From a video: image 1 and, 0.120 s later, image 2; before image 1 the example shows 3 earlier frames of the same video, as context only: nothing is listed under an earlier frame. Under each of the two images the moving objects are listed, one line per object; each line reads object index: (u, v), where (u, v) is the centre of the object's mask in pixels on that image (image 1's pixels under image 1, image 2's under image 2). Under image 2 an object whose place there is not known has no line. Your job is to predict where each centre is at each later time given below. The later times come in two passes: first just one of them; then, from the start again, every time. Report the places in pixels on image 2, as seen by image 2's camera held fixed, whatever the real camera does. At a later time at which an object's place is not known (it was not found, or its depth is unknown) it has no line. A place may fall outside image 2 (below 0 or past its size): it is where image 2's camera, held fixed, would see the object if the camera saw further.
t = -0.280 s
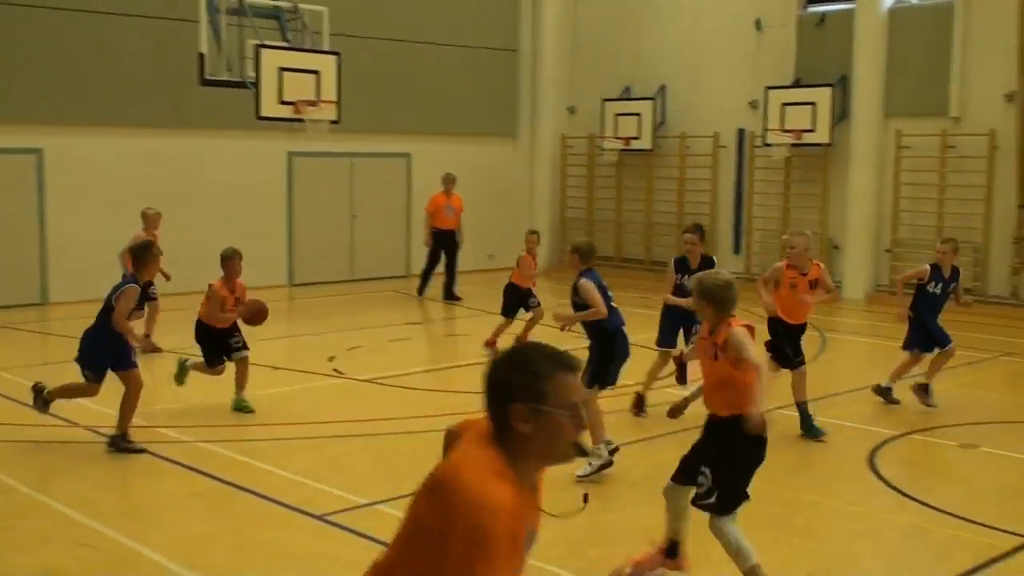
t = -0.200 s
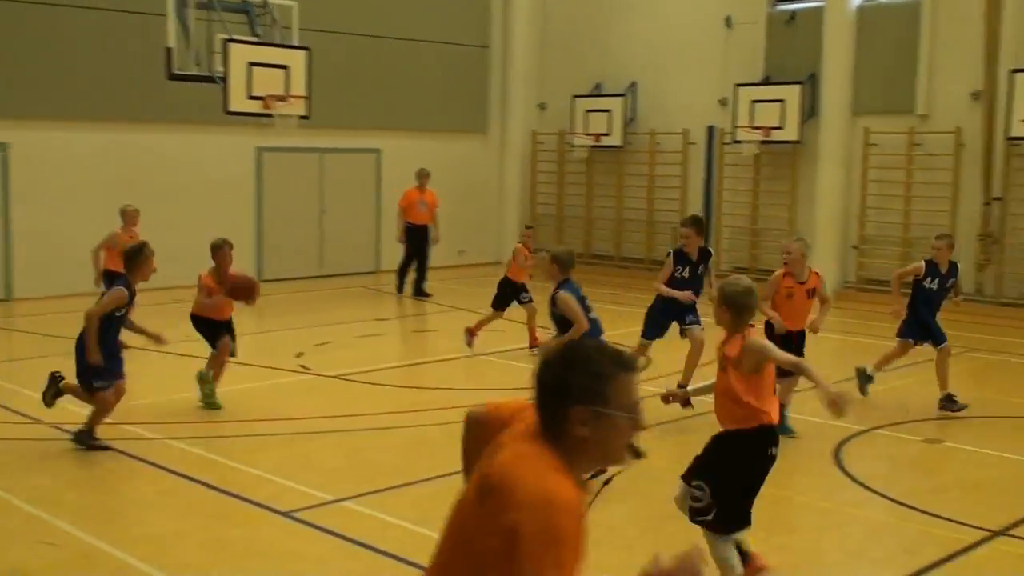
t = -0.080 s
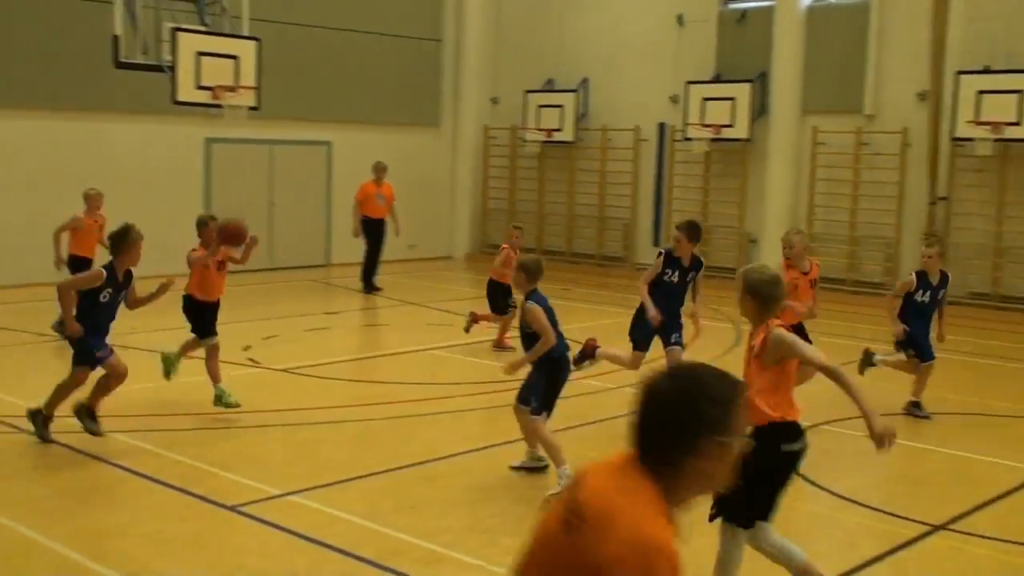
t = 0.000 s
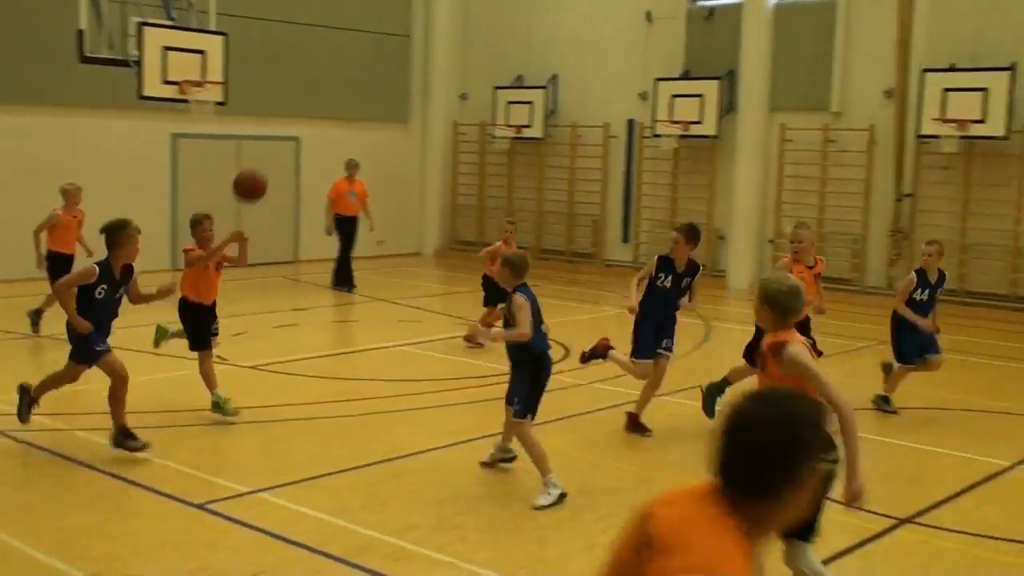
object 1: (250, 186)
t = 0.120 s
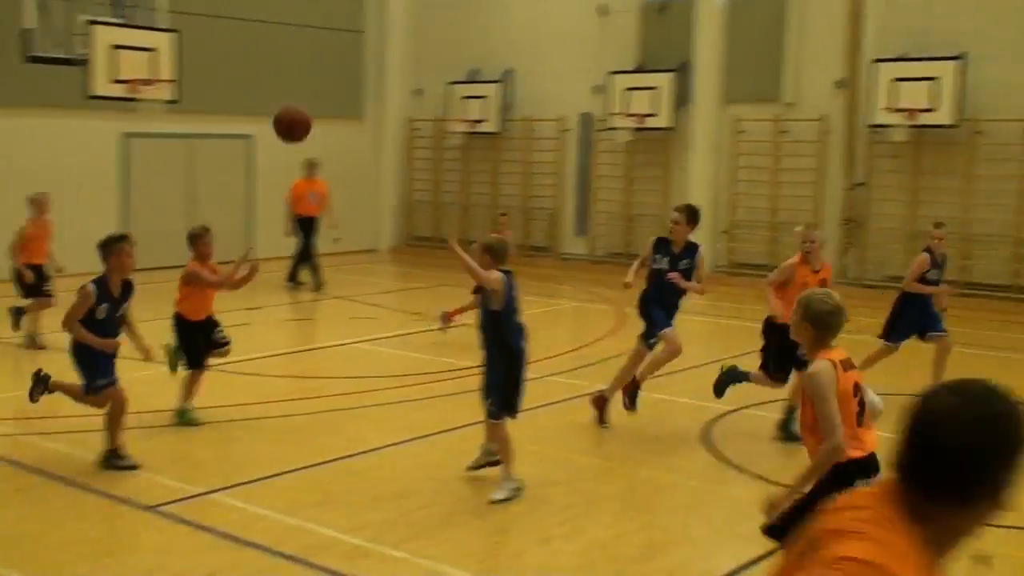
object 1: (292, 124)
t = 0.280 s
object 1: (447, 64)
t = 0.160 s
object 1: (326, 107)
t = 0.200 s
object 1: (363, 91)
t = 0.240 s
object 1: (405, 75)
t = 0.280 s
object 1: (447, 64)
